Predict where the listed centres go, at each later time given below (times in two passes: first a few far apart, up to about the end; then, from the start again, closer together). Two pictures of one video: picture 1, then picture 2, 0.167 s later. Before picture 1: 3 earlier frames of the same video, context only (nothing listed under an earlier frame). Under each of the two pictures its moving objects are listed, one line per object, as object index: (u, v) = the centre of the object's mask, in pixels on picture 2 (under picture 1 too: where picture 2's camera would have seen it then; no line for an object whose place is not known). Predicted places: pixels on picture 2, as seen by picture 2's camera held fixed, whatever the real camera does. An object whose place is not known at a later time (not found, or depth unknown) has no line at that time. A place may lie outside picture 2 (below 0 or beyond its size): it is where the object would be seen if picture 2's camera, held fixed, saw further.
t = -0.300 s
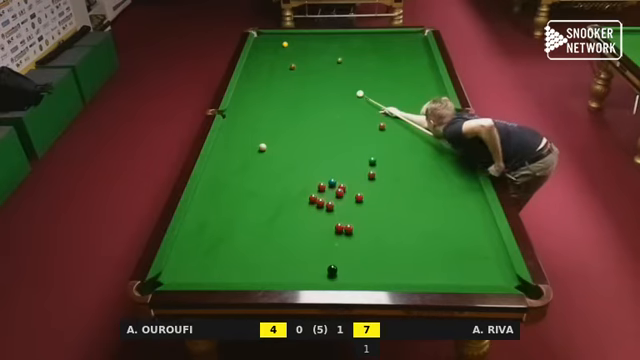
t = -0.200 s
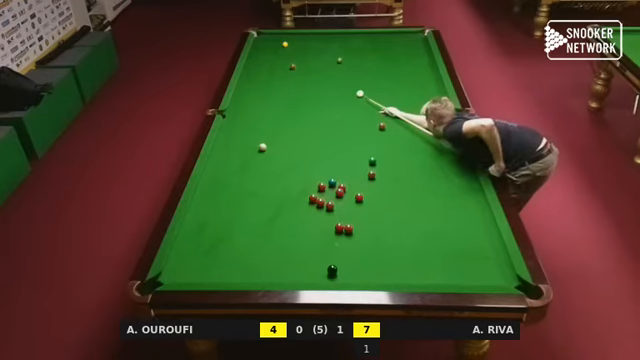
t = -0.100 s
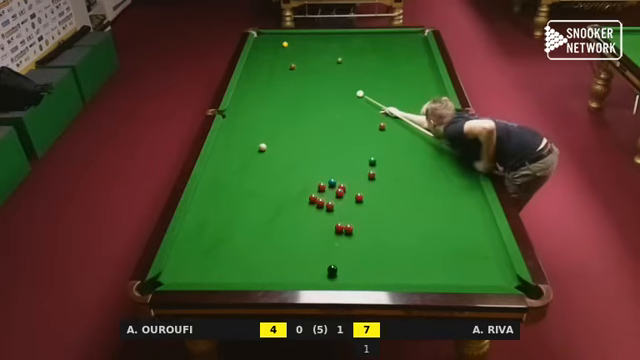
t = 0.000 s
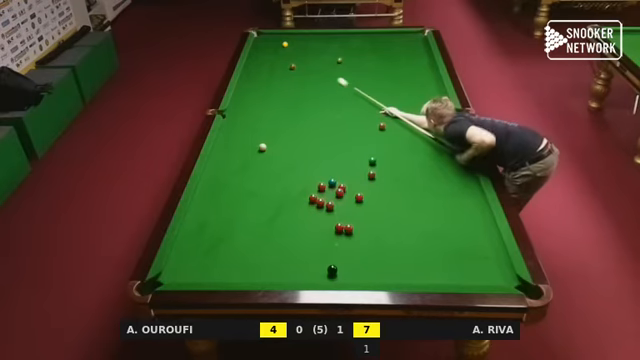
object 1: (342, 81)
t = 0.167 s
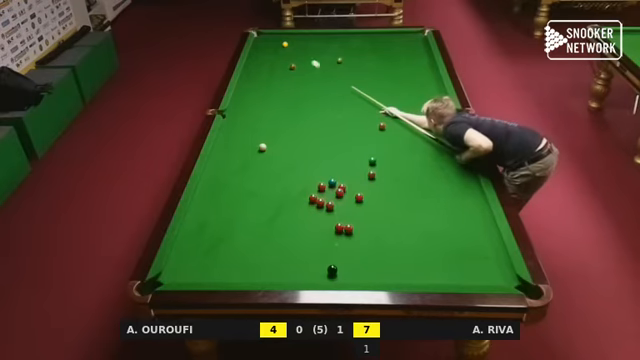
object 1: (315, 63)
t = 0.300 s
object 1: (297, 51)
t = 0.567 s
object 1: (291, 41)
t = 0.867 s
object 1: (288, 33)
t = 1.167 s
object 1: (285, 39)
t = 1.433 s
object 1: (282, 44)
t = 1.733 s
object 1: (279, 50)
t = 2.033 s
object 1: (276, 56)
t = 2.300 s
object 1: (273, 61)
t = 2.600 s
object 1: (270, 67)
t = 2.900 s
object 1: (267, 72)
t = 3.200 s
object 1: (265, 78)
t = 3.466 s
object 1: (262, 82)
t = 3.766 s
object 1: (260, 87)
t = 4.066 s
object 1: (258, 92)
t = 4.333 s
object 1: (256, 96)
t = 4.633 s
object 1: (254, 100)
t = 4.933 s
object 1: (253, 104)
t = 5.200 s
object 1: (251, 107)
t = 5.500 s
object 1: (250, 110)
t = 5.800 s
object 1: (250, 112)
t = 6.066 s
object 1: (249, 114)
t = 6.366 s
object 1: (249, 115)
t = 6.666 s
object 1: (249, 116)
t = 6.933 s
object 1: (249, 117)
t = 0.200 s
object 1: (311, 60)
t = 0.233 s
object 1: (306, 57)
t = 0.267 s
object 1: (301, 54)
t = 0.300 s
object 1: (297, 51)
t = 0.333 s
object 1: (293, 48)
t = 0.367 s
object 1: (289, 46)
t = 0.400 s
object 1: (289, 45)
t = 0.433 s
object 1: (290, 44)
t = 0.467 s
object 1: (290, 43)
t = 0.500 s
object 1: (291, 43)
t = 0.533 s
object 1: (291, 42)
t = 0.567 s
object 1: (291, 41)
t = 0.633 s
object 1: (290, 39)
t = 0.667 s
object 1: (290, 39)
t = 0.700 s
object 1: (290, 38)
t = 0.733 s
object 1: (289, 37)
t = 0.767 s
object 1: (289, 36)
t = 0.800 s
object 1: (289, 35)
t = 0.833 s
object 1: (289, 34)
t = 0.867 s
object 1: (288, 33)
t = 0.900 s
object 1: (288, 33)
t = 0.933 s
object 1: (288, 34)
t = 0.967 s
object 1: (287, 35)
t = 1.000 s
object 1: (287, 36)
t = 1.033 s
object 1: (286, 36)
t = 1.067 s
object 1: (286, 37)
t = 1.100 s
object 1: (286, 38)
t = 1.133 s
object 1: (285, 38)
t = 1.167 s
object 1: (285, 39)
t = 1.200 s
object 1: (285, 40)
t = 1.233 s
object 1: (284, 40)
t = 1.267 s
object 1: (284, 41)
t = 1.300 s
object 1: (283, 42)
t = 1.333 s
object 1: (283, 42)
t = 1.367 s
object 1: (283, 43)
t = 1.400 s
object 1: (283, 43)
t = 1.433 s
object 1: (282, 44)
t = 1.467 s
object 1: (282, 45)
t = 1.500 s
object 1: (281, 45)
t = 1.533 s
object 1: (281, 46)
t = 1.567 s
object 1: (281, 47)
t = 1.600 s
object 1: (280, 47)
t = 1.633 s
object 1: (280, 48)
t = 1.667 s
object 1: (280, 49)
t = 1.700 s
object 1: (279, 49)
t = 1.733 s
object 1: (279, 50)
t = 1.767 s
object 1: (278, 51)
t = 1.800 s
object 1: (278, 51)
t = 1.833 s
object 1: (278, 52)
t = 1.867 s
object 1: (277, 53)
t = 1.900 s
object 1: (277, 53)
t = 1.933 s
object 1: (276, 54)
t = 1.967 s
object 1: (276, 55)
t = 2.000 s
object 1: (276, 55)
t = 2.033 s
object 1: (276, 56)
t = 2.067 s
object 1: (275, 57)
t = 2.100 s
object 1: (275, 57)
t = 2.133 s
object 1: (275, 58)
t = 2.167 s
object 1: (274, 59)
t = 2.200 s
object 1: (274, 59)
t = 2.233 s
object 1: (274, 60)
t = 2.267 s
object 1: (273, 60)
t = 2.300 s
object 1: (273, 61)
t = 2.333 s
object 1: (273, 62)
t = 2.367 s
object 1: (272, 62)
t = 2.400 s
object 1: (272, 63)
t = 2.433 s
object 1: (272, 64)
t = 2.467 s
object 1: (271, 64)
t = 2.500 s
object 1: (271, 65)
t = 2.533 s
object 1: (271, 66)
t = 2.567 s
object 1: (270, 66)
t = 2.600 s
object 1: (270, 67)
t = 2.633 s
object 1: (270, 68)
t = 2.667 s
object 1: (269, 68)
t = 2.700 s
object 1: (269, 69)
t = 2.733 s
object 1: (269, 69)
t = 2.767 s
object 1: (269, 70)
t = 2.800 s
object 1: (268, 71)
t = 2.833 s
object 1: (268, 71)
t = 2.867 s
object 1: (268, 72)
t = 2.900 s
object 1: (267, 72)
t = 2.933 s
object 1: (267, 73)
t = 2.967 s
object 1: (267, 73)
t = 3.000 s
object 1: (267, 74)
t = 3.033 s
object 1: (266, 75)
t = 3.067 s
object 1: (266, 75)
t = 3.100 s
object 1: (266, 76)
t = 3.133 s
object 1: (265, 76)
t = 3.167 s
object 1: (265, 77)
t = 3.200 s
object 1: (265, 78)
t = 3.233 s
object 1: (264, 78)
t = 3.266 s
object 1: (264, 79)
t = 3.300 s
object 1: (264, 79)
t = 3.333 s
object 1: (263, 80)
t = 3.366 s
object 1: (263, 80)
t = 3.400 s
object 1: (263, 81)
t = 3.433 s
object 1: (263, 81)
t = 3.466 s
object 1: (262, 82)
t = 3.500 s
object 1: (262, 83)
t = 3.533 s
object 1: (262, 83)
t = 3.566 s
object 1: (261, 84)
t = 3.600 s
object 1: (261, 84)
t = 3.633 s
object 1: (261, 85)
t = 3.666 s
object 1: (261, 85)
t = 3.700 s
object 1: (260, 86)
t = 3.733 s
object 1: (260, 87)
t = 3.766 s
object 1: (260, 87)
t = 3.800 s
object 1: (260, 88)
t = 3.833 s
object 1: (259, 88)
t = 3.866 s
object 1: (259, 89)
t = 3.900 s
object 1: (259, 89)
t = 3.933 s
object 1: (259, 90)
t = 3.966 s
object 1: (259, 90)
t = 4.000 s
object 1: (258, 91)
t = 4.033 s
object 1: (258, 91)
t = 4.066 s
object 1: (258, 92)
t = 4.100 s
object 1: (258, 92)
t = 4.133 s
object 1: (257, 93)
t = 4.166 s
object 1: (257, 93)
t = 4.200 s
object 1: (257, 94)
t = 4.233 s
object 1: (257, 94)
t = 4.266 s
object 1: (256, 95)
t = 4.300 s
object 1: (256, 95)
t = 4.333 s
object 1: (256, 96)
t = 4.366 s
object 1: (256, 96)
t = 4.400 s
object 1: (256, 97)
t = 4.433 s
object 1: (255, 97)
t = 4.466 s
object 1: (255, 98)
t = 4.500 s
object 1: (255, 98)
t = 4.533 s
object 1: (255, 99)
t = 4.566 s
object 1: (255, 99)
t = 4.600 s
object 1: (254, 99)
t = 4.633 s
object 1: (254, 100)
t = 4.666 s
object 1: (254, 100)
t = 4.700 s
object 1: (254, 101)
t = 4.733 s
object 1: (254, 101)
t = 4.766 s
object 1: (253, 102)
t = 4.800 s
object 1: (253, 102)
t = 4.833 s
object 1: (253, 102)
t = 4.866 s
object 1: (253, 103)
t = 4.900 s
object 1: (253, 103)
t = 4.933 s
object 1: (253, 104)
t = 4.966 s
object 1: (252, 104)
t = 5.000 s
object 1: (252, 105)
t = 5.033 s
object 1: (252, 105)
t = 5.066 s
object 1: (252, 105)
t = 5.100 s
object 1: (252, 105)
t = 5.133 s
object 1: (252, 106)
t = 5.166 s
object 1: (252, 106)
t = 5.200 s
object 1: (251, 107)
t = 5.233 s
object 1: (251, 107)
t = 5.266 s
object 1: (251, 107)
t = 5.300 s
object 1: (251, 108)
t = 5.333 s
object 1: (251, 108)
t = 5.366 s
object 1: (251, 108)
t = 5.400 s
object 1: (251, 108)
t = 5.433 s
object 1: (251, 109)
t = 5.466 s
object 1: (250, 109)
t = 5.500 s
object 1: (250, 110)
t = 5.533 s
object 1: (250, 110)
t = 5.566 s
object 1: (250, 110)
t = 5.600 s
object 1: (250, 111)
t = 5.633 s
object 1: (250, 111)
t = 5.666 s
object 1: (250, 111)
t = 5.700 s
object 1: (250, 111)
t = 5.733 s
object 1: (250, 111)
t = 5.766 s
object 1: (250, 112)
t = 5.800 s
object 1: (250, 112)
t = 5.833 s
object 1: (250, 112)
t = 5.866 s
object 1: (250, 113)
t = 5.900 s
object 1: (249, 113)
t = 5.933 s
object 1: (249, 113)
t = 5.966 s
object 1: (249, 113)
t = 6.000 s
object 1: (249, 114)
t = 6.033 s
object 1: (249, 114)
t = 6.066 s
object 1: (249, 114)
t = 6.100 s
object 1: (249, 114)
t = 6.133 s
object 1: (249, 114)
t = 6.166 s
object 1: (249, 115)
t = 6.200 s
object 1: (249, 115)
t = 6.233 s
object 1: (249, 115)
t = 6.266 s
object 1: (249, 115)
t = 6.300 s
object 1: (249, 115)
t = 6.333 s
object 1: (249, 115)
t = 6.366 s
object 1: (249, 115)
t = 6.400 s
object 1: (249, 115)
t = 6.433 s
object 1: (249, 116)
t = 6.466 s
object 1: (249, 116)
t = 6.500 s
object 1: (249, 116)
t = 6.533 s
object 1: (249, 116)
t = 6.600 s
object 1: (249, 116)
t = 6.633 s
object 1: (249, 116)
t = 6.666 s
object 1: (249, 116)
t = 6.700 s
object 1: (249, 116)
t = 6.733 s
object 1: (249, 116)
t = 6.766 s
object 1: (249, 117)
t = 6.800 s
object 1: (249, 117)
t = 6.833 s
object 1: (249, 117)
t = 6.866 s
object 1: (249, 117)
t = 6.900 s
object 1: (249, 117)
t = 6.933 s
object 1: (249, 117)
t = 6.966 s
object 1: (249, 117)
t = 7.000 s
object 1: (249, 117)
